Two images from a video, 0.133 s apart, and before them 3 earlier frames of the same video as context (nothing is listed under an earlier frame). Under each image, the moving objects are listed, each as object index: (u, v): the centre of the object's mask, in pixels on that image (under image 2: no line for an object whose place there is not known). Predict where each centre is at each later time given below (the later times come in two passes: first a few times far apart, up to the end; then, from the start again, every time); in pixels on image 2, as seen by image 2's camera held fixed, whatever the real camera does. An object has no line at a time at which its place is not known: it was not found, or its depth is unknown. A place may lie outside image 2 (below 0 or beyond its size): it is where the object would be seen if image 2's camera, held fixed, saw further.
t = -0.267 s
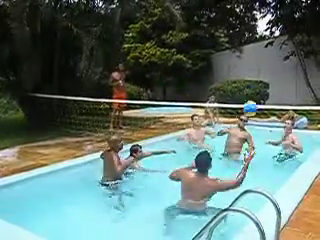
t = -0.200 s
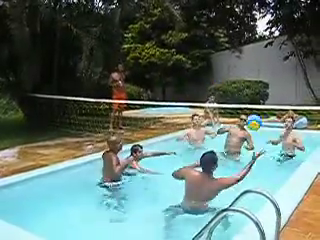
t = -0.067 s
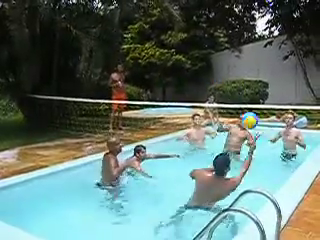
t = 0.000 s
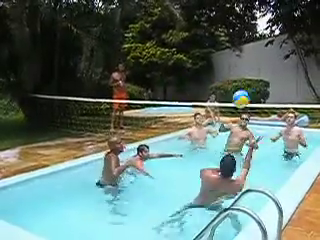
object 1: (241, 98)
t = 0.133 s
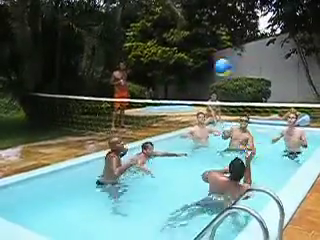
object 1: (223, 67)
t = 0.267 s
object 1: (204, 52)
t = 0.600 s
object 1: (161, 78)
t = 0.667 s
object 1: (154, 93)
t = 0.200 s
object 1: (213, 58)
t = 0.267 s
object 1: (204, 52)
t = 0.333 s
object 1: (195, 51)
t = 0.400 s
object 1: (186, 53)
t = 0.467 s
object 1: (177, 58)
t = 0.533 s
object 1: (169, 67)
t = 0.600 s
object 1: (161, 78)
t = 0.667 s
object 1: (154, 93)
